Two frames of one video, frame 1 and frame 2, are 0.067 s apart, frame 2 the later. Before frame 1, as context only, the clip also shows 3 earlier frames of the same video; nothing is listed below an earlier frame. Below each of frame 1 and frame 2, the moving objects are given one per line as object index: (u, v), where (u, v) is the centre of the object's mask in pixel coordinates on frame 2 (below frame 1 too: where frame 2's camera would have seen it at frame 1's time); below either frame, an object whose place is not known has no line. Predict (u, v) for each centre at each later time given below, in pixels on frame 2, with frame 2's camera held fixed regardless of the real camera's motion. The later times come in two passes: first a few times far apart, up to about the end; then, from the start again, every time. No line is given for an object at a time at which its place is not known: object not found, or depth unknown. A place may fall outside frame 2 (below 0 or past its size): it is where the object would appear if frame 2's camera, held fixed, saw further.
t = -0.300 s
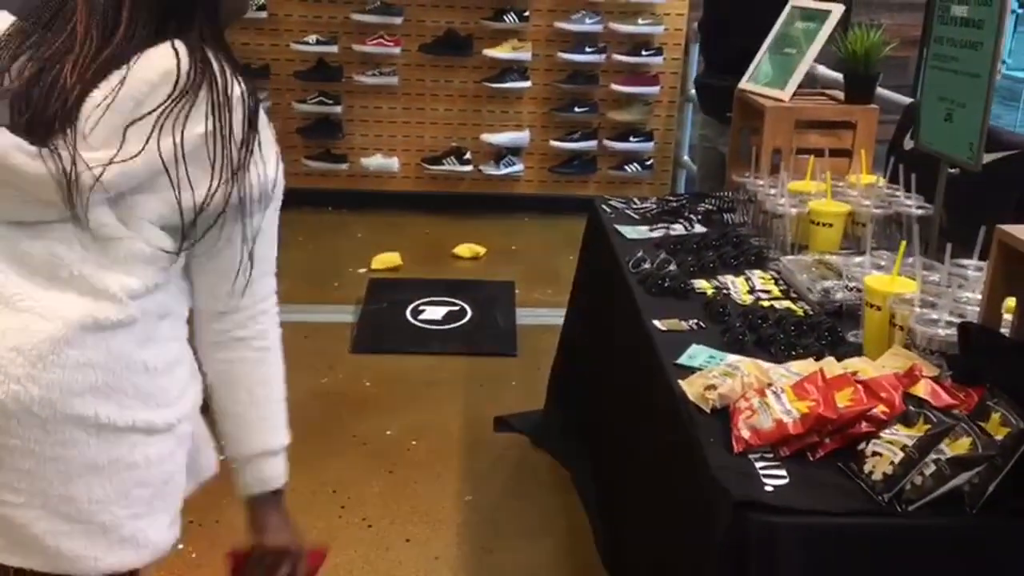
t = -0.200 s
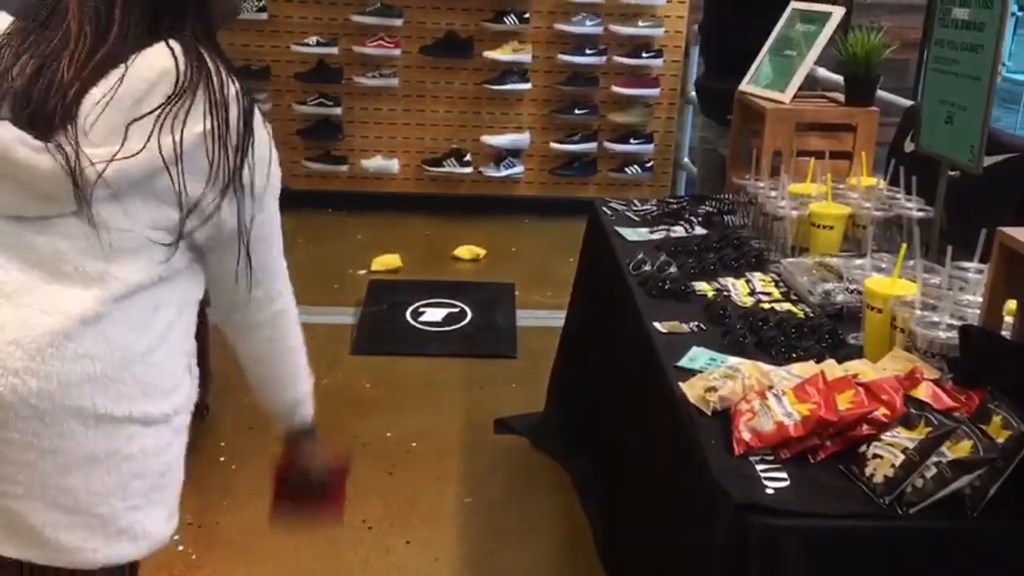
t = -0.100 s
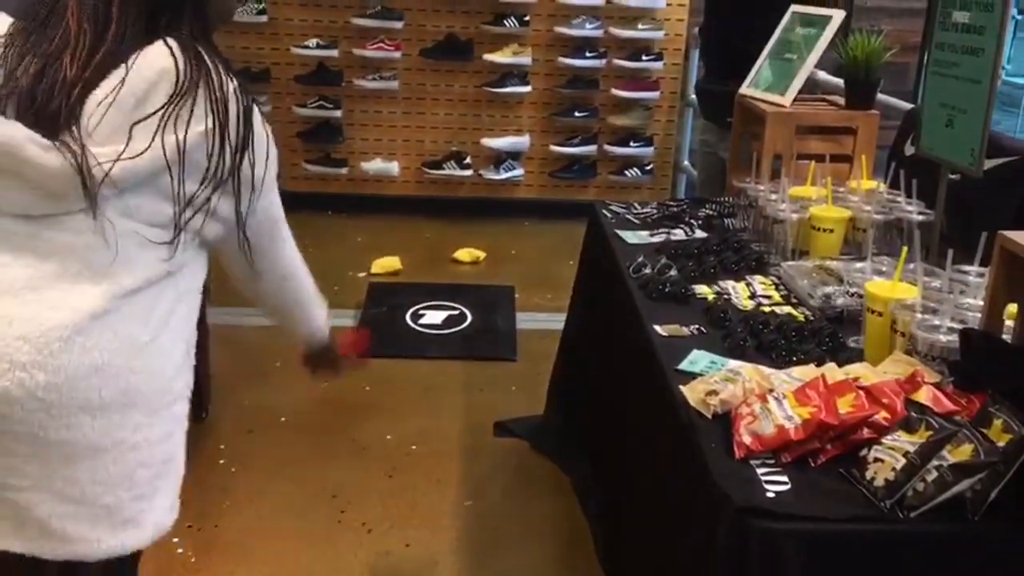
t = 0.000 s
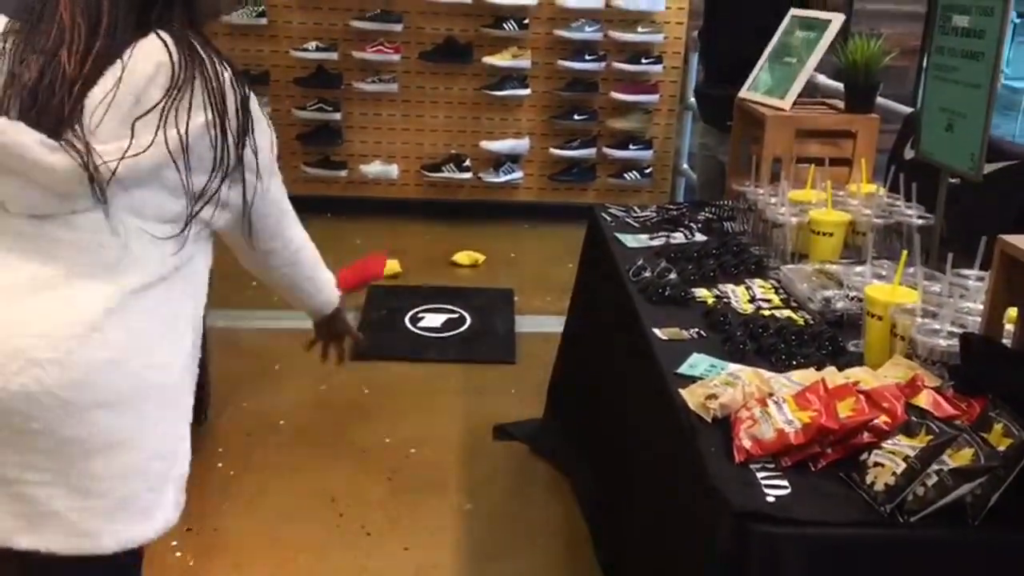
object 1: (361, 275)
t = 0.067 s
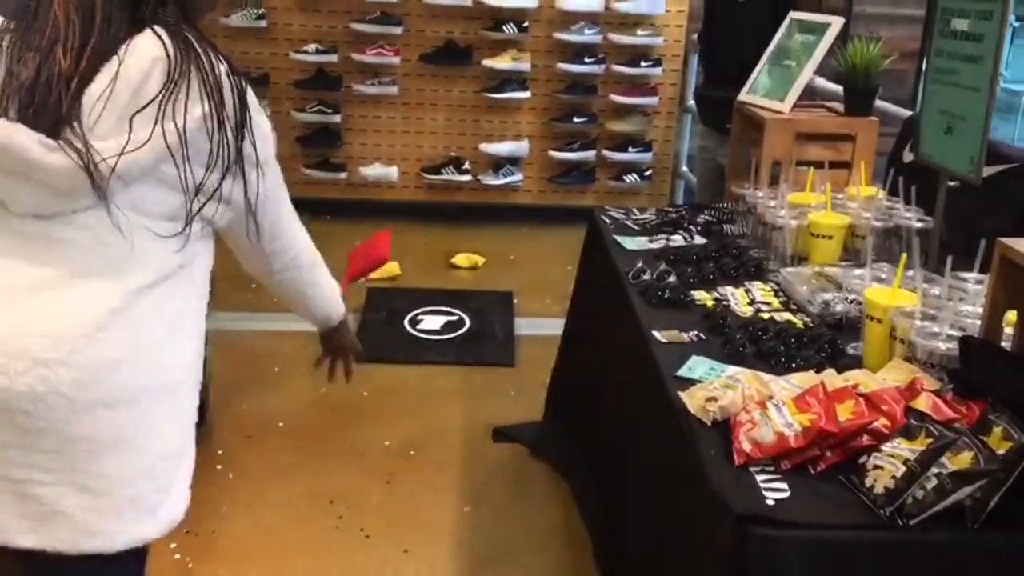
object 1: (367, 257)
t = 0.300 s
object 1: (395, 295)
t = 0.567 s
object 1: (388, 289)
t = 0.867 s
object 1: (383, 283)
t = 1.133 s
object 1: (382, 283)
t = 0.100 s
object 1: (373, 252)
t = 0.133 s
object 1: (378, 251)
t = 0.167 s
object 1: (382, 255)
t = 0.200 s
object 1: (386, 261)
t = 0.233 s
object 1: (389, 269)
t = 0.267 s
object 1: (392, 285)
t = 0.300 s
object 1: (395, 295)
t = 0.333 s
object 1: (395, 307)
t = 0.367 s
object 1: (397, 323)
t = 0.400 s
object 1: (394, 318)
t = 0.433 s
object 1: (393, 310)
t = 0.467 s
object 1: (393, 303)
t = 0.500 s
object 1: (391, 299)
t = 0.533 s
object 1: (389, 295)
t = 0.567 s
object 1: (388, 289)
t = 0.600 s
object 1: (387, 286)
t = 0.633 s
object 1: (386, 283)
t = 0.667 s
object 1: (386, 281)
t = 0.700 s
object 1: (386, 280)
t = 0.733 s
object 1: (386, 281)
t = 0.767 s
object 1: (385, 282)
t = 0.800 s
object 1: (385, 282)
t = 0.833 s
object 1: (384, 282)
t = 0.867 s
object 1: (383, 283)
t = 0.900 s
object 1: (382, 283)
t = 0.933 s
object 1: (382, 283)
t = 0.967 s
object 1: (382, 283)
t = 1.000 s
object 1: (383, 283)
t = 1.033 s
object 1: (383, 283)
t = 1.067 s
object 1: (382, 283)
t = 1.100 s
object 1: (381, 283)
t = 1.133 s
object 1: (382, 283)
